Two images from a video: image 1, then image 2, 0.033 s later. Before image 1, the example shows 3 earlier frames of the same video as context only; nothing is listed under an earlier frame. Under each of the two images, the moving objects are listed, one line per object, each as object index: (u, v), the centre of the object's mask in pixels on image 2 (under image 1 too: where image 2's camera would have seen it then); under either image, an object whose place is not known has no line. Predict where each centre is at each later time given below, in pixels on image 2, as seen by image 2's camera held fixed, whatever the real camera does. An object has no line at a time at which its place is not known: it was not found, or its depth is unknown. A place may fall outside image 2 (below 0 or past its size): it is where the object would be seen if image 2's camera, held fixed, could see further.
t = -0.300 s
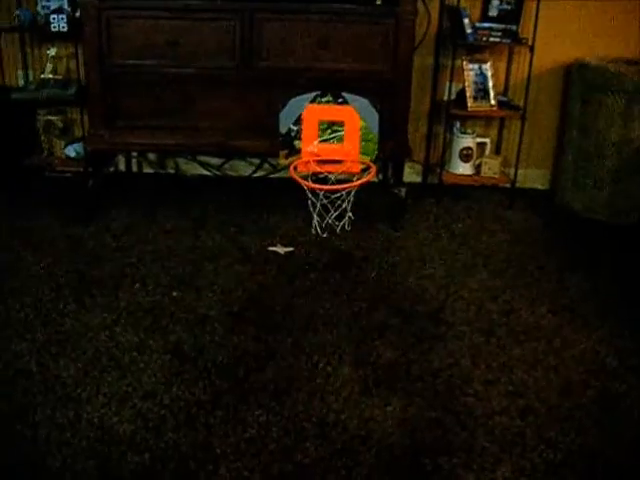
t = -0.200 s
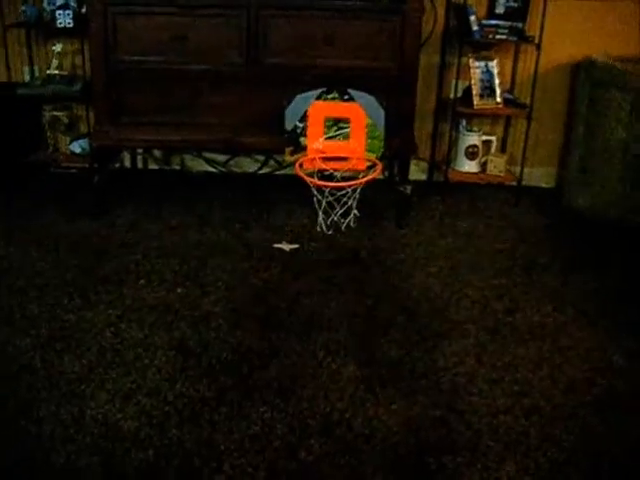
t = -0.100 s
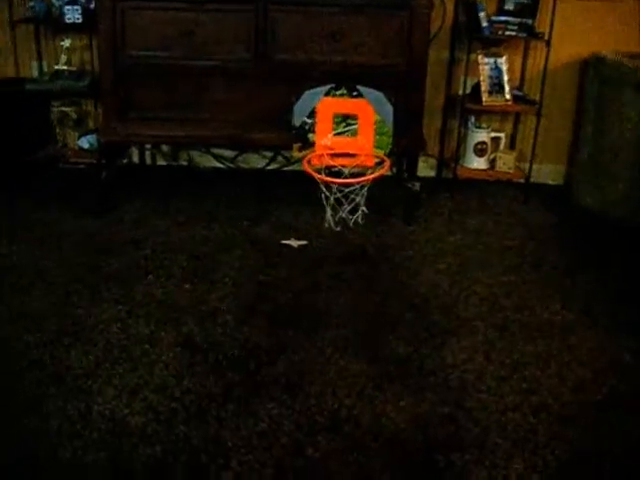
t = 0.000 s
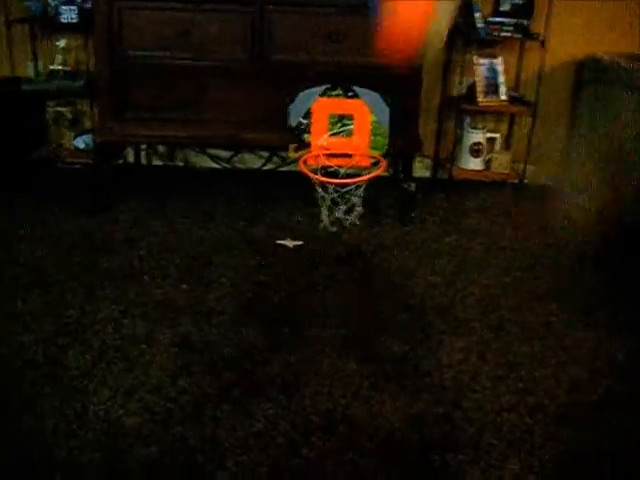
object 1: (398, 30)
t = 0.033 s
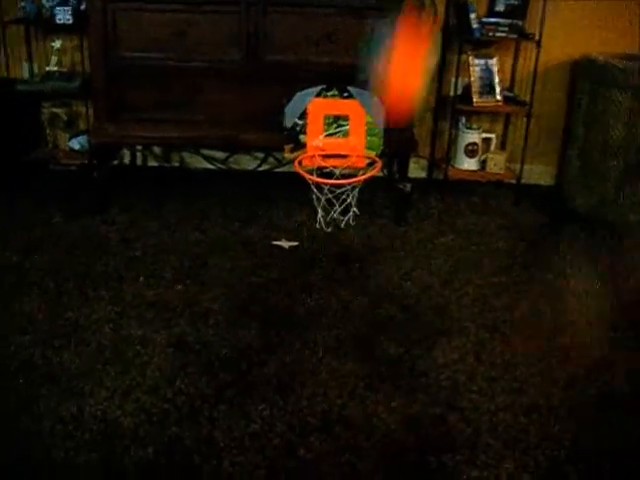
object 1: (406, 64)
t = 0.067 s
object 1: (399, 123)
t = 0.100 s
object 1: (384, 177)
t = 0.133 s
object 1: (370, 220)
